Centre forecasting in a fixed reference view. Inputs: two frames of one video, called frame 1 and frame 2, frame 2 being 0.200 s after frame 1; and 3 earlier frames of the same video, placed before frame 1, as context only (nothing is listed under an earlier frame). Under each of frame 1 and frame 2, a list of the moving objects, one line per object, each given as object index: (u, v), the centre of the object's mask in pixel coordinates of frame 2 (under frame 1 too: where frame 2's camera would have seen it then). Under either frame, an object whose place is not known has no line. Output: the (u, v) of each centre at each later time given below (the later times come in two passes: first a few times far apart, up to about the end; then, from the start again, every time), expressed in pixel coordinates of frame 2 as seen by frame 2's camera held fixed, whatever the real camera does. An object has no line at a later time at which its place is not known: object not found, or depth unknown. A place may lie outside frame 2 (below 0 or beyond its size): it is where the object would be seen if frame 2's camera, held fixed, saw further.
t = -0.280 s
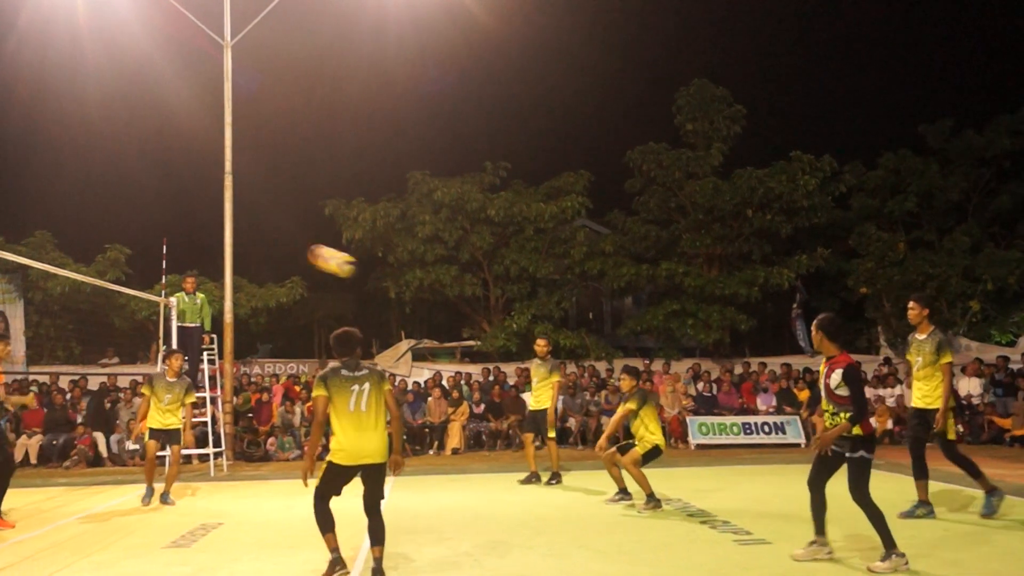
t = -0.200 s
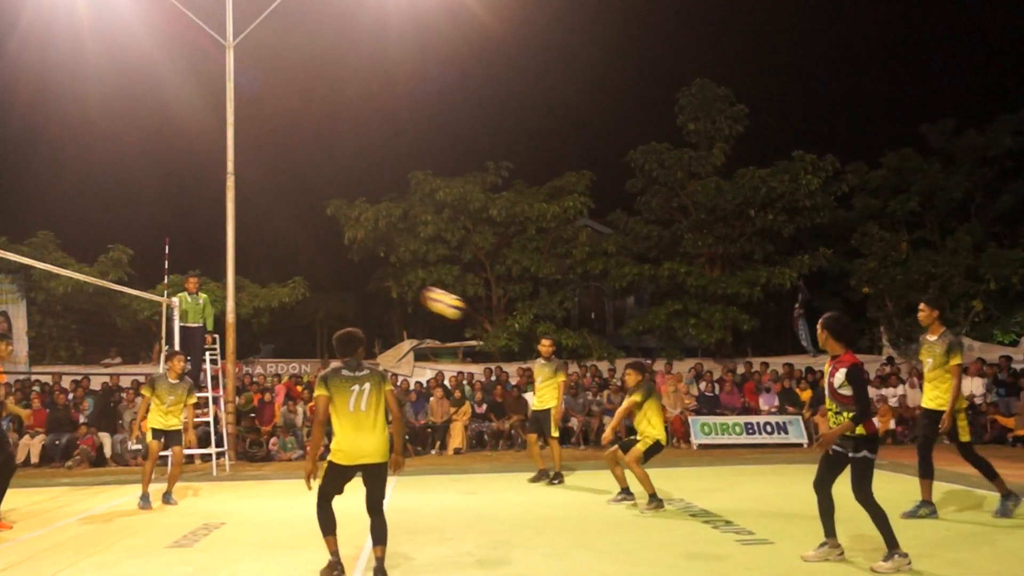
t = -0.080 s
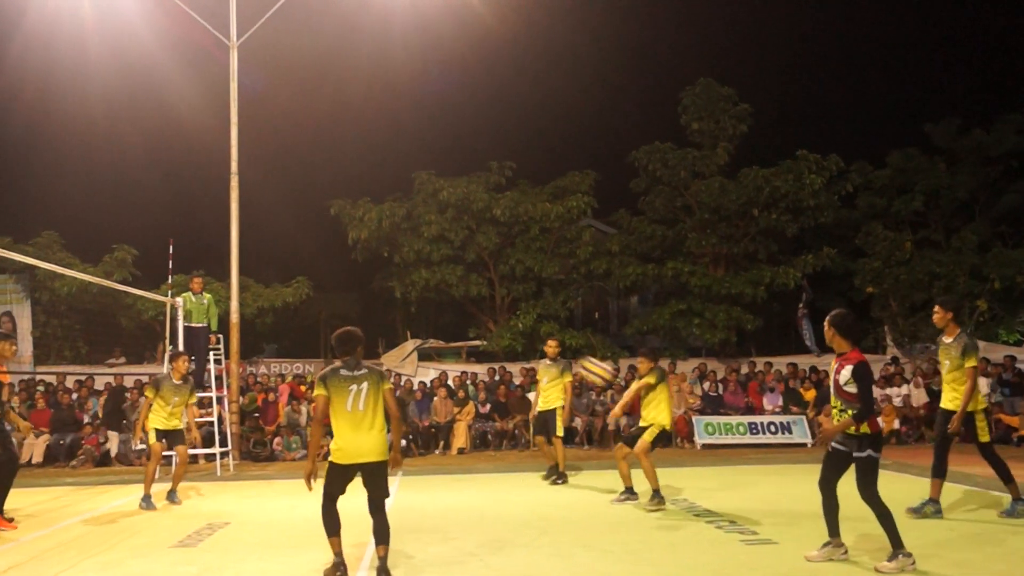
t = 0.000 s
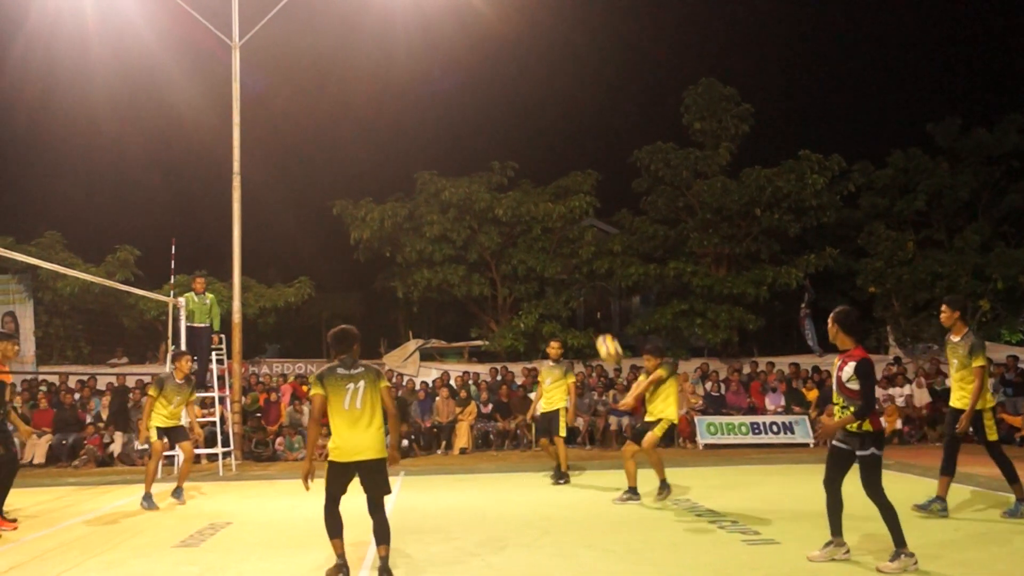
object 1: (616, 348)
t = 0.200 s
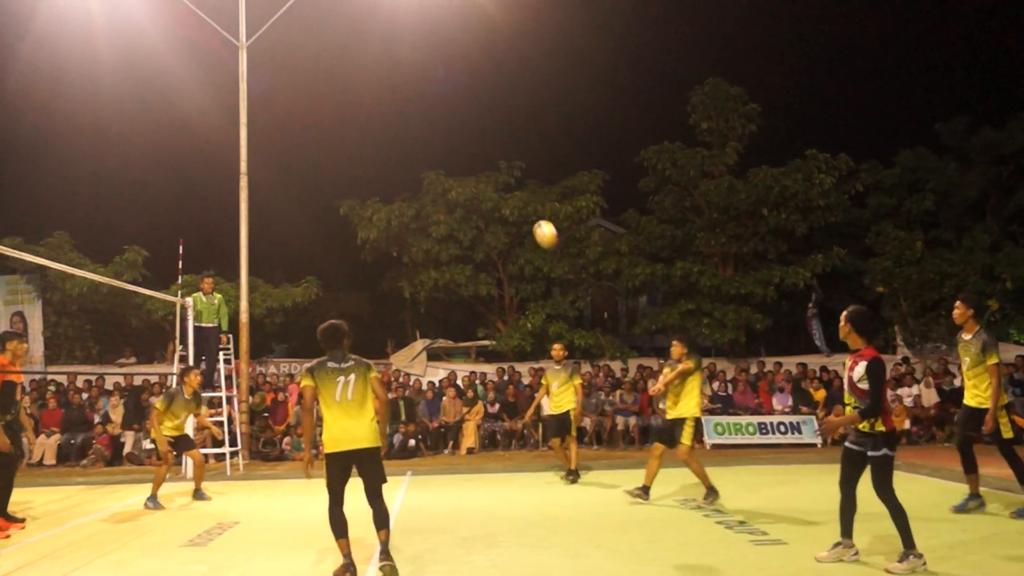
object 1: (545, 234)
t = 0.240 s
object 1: (532, 216)
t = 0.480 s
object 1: (454, 143)
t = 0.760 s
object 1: (370, 128)
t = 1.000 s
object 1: (299, 175)
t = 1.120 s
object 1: (265, 220)
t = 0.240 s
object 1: (532, 216)
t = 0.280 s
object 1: (519, 200)
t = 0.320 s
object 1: (506, 185)
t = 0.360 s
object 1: (493, 172)
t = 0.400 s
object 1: (480, 161)
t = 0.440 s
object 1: (467, 151)
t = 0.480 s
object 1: (454, 143)
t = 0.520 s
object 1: (442, 136)
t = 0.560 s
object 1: (430, 131)
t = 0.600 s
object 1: (418, 127)
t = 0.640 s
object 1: (406, 125)
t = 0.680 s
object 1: (394, 124)
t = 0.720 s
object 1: (382, 125)
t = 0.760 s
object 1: (370, 128)
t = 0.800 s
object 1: (357, 132)
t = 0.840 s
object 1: (346, 137)
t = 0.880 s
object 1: (334, 144)
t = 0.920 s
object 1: (323, 153)
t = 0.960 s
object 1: (311, 163)
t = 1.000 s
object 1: (299, 175)
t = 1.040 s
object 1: (287, 188)
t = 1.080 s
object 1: (276, 204)
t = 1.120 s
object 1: (265, 220)
